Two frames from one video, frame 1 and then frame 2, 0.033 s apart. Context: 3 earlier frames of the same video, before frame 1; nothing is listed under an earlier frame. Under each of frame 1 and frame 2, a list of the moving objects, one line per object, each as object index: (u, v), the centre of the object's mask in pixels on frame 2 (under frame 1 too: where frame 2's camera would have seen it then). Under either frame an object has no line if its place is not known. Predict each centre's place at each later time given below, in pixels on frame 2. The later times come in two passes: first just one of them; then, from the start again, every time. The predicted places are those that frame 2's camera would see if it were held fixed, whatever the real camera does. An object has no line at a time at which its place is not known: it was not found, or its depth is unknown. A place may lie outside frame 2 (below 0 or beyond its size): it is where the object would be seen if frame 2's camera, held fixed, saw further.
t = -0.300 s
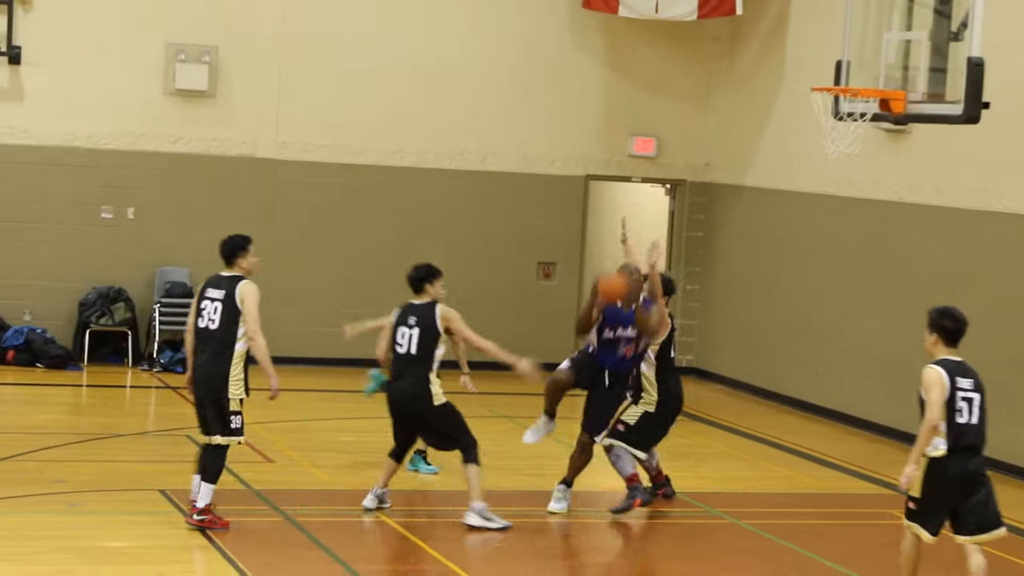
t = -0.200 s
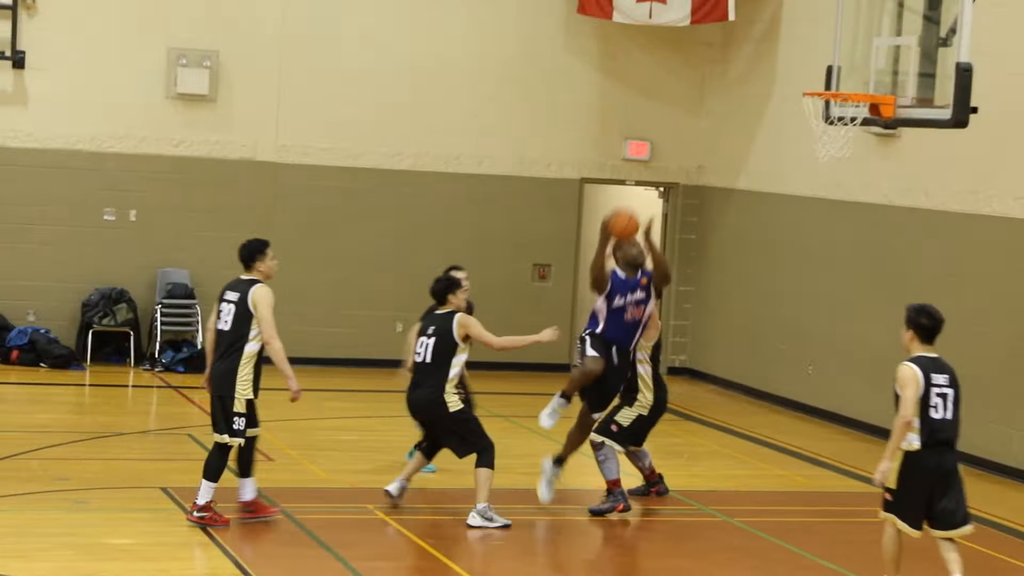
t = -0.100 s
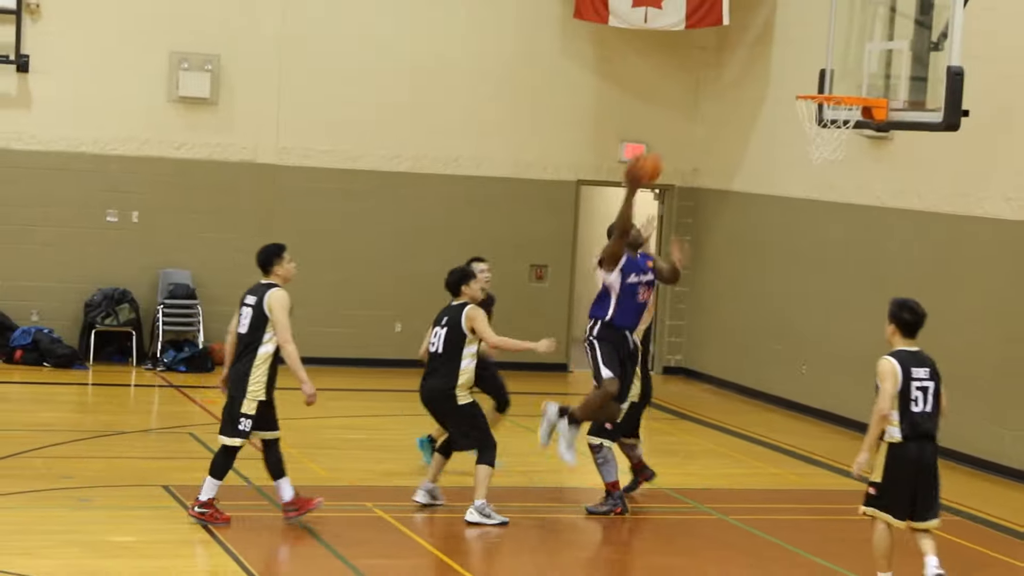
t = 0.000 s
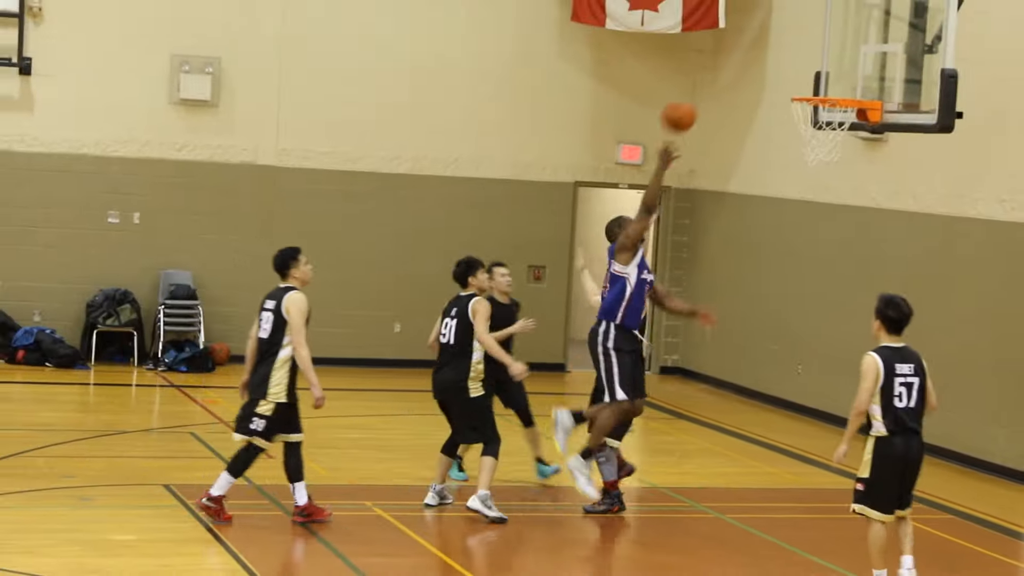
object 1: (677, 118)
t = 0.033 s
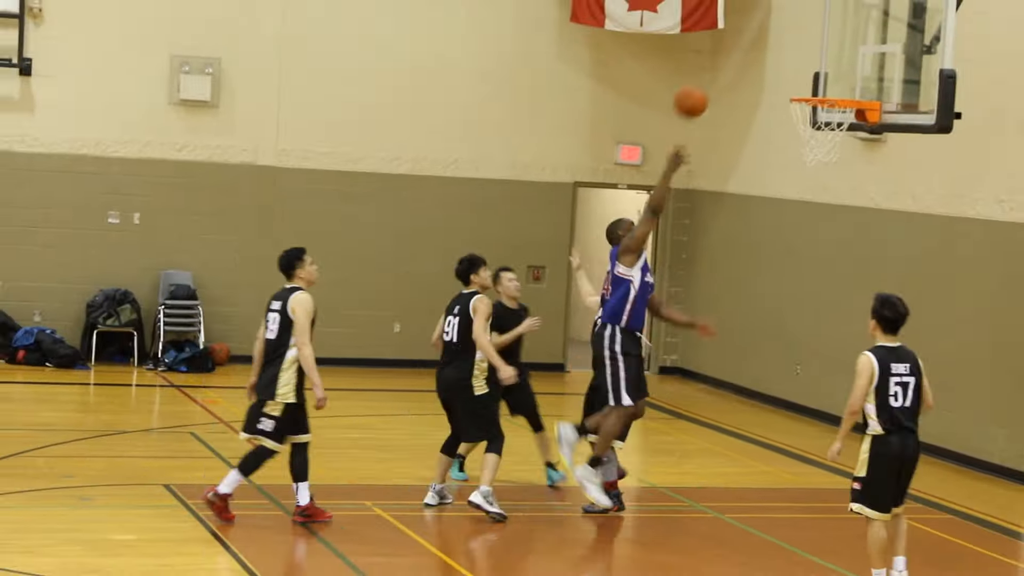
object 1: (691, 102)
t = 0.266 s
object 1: (777, 38)
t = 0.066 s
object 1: (703, 87)
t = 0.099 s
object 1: (716, 74)
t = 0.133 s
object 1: (729, 63)
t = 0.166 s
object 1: (740, 54)
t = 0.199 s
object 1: (753, 47)
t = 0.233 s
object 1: (765, 42)
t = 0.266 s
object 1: (777, 38)
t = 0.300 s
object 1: (790, 36)
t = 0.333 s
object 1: (801, 35)
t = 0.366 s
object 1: (813, 36)
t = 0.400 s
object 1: (824, 38)
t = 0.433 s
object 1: (836, 42)
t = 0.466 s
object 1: (847, 48)
